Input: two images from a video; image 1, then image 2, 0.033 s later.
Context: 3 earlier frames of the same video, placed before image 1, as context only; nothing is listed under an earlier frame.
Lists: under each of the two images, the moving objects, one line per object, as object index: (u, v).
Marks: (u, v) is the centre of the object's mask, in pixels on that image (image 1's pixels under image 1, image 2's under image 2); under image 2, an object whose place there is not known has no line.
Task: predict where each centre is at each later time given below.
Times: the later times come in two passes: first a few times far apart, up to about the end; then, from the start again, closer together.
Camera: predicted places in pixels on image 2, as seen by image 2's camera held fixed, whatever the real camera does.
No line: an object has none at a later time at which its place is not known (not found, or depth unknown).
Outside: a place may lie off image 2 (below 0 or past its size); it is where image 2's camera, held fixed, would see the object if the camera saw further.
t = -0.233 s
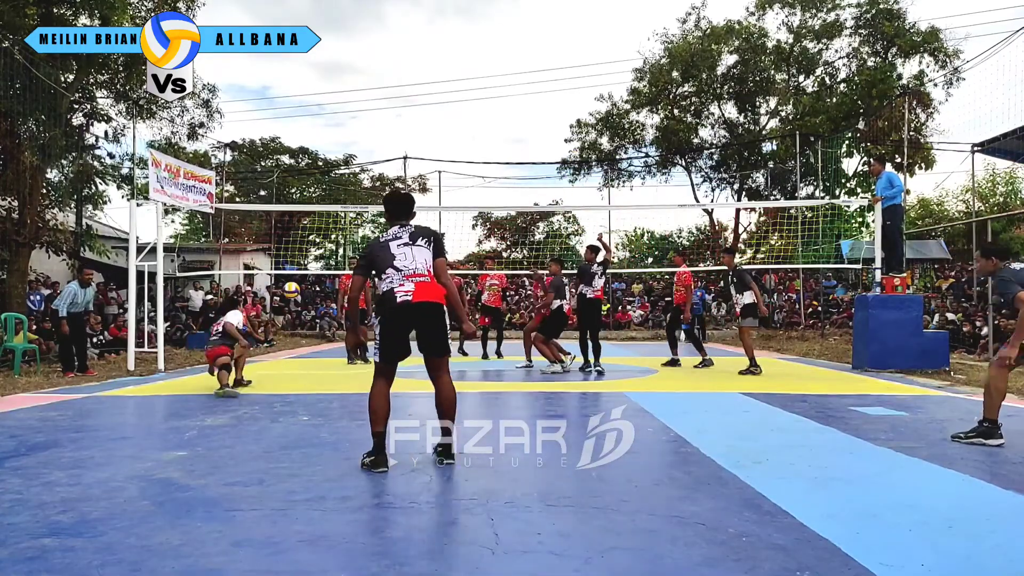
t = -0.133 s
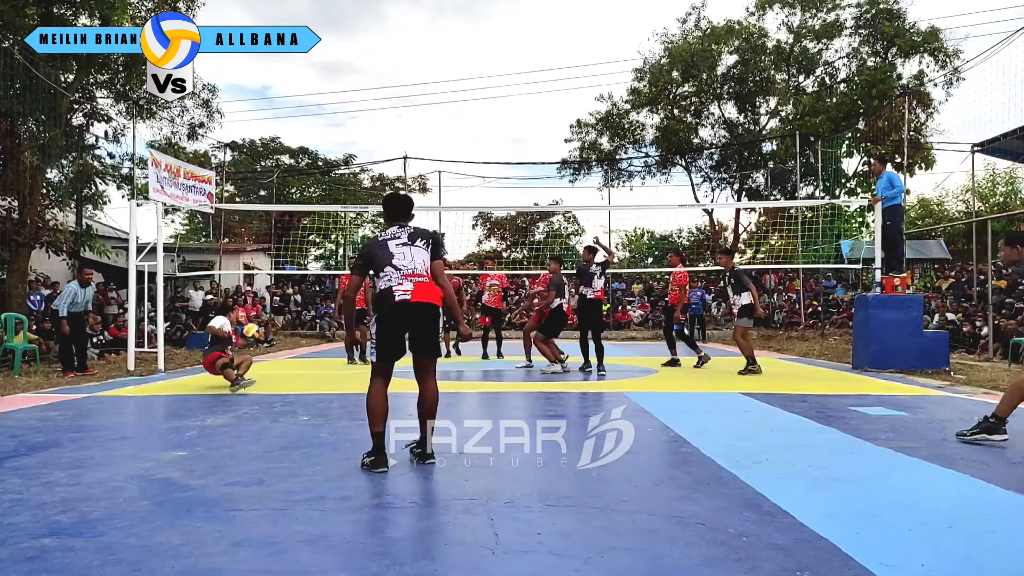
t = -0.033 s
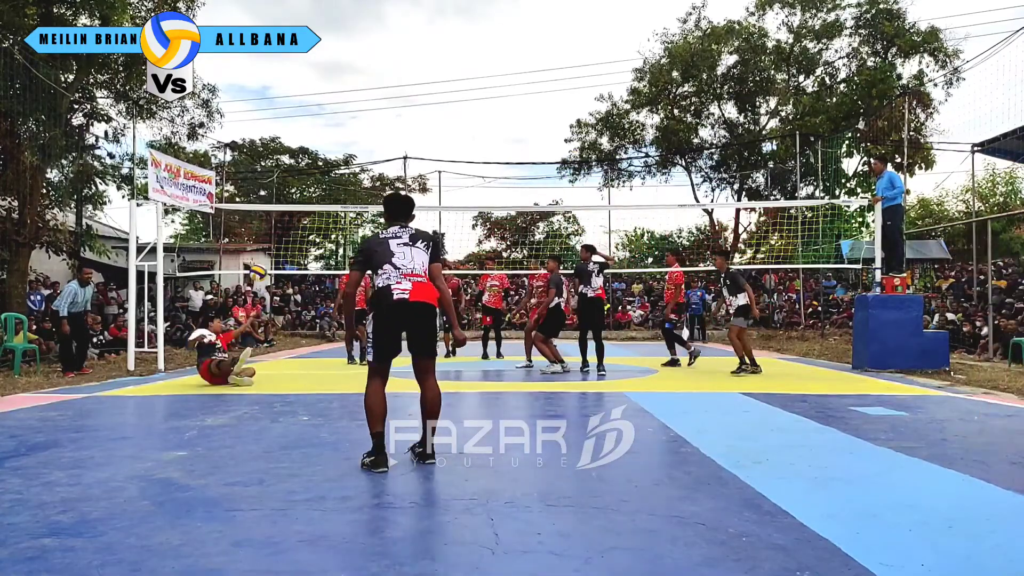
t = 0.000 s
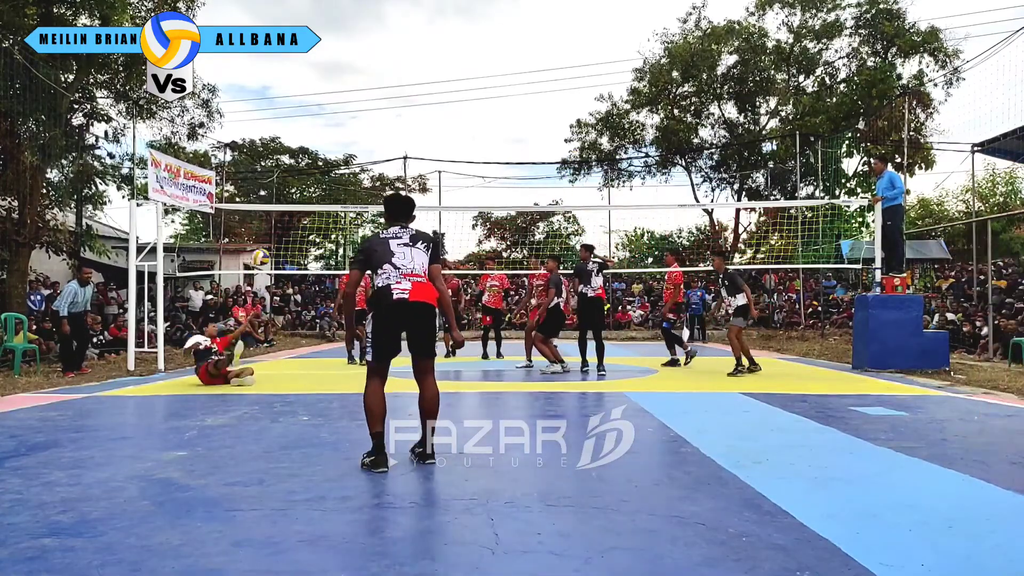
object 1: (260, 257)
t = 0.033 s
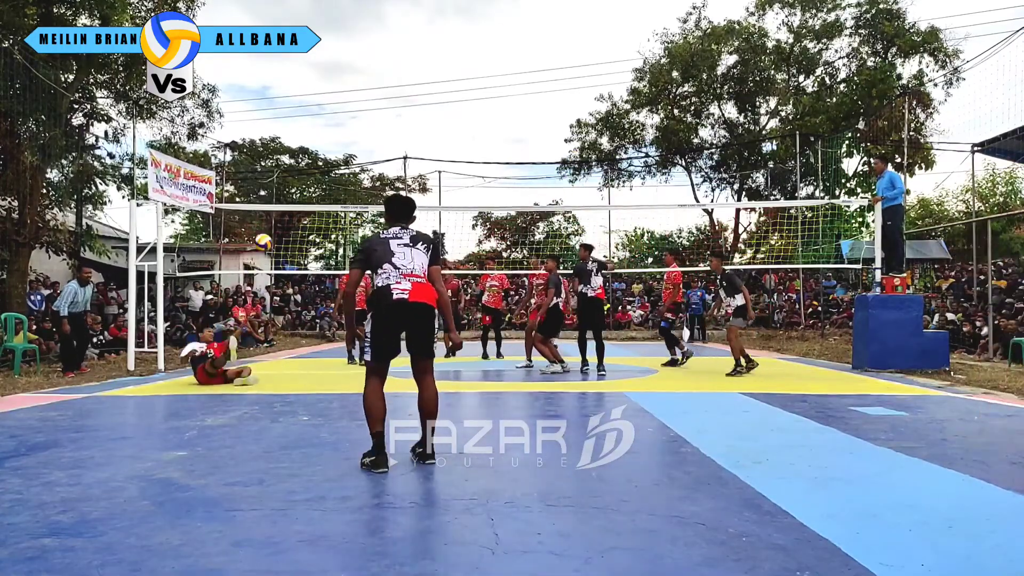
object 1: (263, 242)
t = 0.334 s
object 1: (281, 143)
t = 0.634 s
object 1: (299, 112)
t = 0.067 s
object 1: (264, 229)
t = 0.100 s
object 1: (266, 215)
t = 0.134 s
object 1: (269, 203)
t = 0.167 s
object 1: (271, 191)
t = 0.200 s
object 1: (272, 180)
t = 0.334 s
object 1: (281, 143)
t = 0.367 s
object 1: (282, 135)
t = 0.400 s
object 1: (284, 129)
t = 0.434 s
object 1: (286, 123)
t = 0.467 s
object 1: (289, 119)
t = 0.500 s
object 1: (291, 115)
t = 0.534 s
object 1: (293, 113)
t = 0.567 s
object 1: (295, 111)
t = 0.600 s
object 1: (297, 111)
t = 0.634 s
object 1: (299, 112)
